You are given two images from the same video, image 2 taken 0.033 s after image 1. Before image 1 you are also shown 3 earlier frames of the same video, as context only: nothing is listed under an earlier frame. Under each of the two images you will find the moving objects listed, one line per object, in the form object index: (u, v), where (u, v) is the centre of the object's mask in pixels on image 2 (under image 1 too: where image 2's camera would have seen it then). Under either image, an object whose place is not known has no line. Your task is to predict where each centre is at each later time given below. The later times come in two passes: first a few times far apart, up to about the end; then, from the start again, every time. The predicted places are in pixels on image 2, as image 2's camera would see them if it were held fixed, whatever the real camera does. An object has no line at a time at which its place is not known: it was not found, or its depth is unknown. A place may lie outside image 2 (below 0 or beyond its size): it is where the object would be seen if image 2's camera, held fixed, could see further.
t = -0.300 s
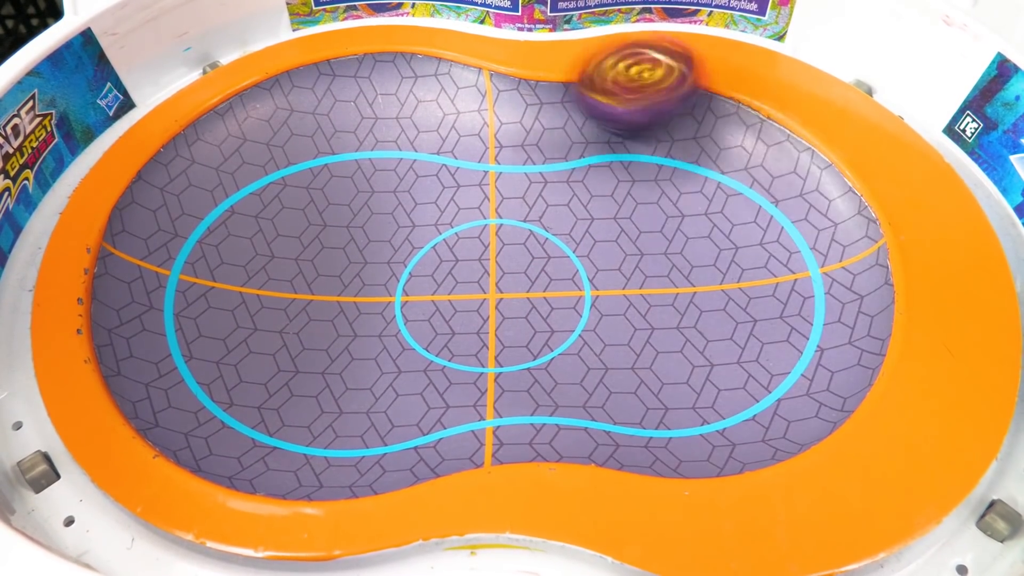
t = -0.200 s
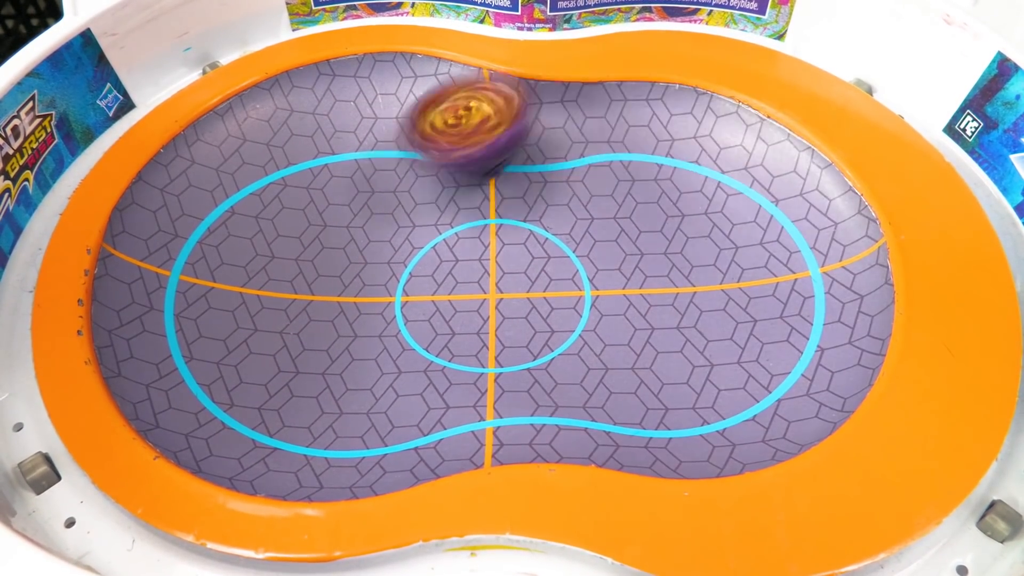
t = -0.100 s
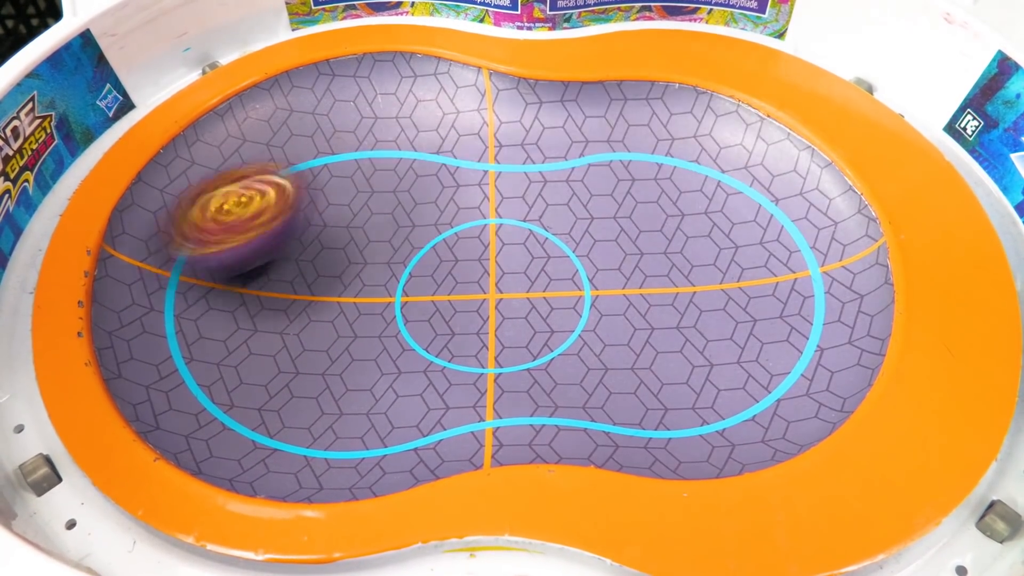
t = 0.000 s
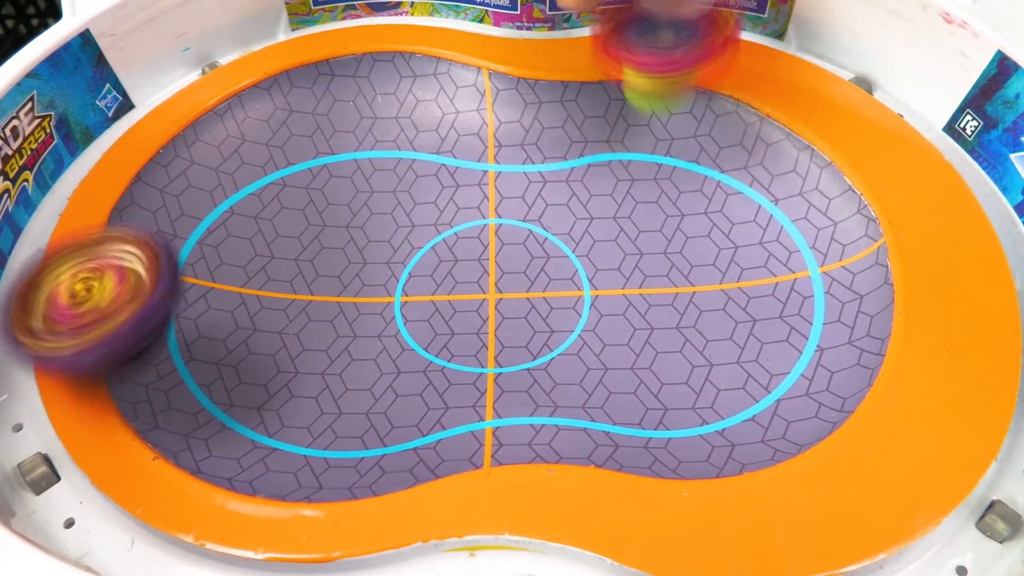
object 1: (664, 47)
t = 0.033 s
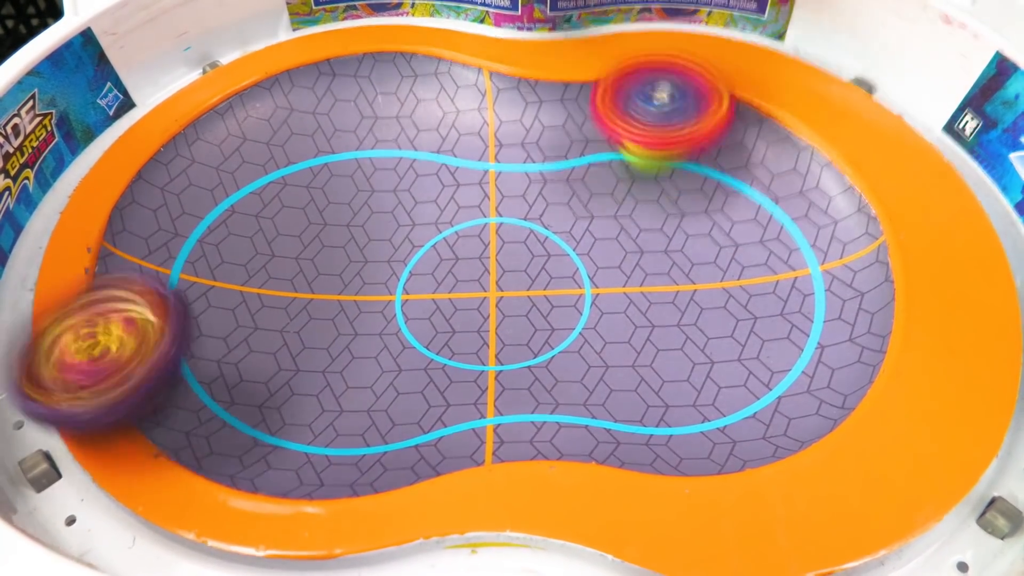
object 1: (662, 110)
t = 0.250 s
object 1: (776, 318)
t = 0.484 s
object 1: (745, 142)
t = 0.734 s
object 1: (349, 113)
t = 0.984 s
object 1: (302, 263)
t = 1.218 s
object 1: (533, 344)
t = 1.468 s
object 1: (772, 202)
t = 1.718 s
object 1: (489, 111)
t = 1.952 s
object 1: (154, 277)
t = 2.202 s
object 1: (516, 369)
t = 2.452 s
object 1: (775, 132)
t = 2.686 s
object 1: (398, 158)
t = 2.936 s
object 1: (152, 344)
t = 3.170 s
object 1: (625, 329)
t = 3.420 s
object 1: (703, 91)
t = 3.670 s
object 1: (349, 215)
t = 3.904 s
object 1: (284, 372)
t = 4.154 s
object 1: (565, 296)
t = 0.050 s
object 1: (659, 135)
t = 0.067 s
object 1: (654, 160)
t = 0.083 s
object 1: (649, 183)
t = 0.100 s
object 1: (643, 207)
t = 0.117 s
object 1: (637, 228)
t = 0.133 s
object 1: (630, 249)
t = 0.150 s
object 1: (625, 271)
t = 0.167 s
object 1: (621, 292)
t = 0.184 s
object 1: (619, 309)
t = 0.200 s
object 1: (634, 318)
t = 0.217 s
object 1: (681, 318)
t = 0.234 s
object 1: (725, 319)
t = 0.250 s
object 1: (776, 318)
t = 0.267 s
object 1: (818, 309)
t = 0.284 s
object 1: (853, 295)
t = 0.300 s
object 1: (868, 270)
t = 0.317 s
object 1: (881, 249)
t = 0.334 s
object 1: (892, 234)
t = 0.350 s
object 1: (897, 218)
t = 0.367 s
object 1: (893, 202)
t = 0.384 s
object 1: (885, 188)
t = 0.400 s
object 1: (870, 176)
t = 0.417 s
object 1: (852, 165)
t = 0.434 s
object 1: (831, 157)
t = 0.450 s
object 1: (809, 154)
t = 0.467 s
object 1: (778, 149)
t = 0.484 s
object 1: (745, 142)
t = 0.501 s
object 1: (709, 135)
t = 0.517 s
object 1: (675, 128)
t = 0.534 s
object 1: (639, 123)
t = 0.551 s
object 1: (602, 119)
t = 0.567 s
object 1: (566, 117)
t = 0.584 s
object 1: (528, 118)
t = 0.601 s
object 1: (487, 121)
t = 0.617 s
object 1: (449, 127)
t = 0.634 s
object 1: (408, 136)
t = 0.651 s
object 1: (368, 142)
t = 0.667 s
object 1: (348, 137)
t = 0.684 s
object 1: (350, 128)
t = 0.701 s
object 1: (351, 122)
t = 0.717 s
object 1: (350, 117)
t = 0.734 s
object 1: (349, 113)
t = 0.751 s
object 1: (347, 113)
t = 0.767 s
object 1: (345, 114)
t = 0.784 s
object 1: (343, 116)
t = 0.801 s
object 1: (341, 119)
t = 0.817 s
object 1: (337, 125)
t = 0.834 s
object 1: (333, 132)
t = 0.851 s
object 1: (328, 141)
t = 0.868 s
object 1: (323, 153)
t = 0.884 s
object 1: (316, 164)
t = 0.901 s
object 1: (309, 179)
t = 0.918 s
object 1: (304, 194)
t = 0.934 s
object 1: (300, 210)
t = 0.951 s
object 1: (298, 228)
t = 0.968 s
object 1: (299, 246)
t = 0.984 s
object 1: (302, 263)
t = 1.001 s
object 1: (308, 281)
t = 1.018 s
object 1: (318, 296)
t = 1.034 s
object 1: (329, 310)
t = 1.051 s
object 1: (343, 322)
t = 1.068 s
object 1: (358, 333)
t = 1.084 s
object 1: (374, 340)
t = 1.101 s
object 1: (390, 346)
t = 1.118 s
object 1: (407, 350)
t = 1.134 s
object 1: (426, 352)
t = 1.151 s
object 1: (446, 353)
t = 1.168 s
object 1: (466, 353)
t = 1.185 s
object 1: (487, 350)
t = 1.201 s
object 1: (509, 348)
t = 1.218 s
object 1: (533, 344)
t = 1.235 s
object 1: (557, 340)
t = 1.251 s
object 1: (582, 335)
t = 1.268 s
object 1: (607, 329)
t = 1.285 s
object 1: (632, 323)
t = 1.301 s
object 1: (658, 317)
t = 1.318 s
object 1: (679, 311)
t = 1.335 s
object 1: (697, 305)
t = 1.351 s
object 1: (716, 297)
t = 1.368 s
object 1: (730, 286)
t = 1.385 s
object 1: (743, 275)
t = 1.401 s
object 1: (754, 262)
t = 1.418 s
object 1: (763, 248)
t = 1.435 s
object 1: (769, 233)
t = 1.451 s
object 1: (773, 217)
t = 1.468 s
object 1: (772, 202)
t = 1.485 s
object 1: (768, 186)
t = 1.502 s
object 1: (762, 169)
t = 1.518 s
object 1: (753, 154)
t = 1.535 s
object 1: (740, 139)
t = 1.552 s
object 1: (724, 125)
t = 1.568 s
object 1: (706, 112)
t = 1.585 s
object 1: (687, 102)
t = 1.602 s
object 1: (666, 93)
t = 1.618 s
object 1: (643, 85)
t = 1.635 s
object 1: (620, 81)
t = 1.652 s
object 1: (595, 82)
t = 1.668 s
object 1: (570, 87)
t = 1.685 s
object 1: (545, 94)
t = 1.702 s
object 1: (518, 103)
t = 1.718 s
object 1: (489, 111)
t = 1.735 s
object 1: (462, 121)
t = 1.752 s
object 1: (432, 130)
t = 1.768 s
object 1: (403, 141)
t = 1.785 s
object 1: (375, 149)
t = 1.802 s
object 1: (347, 158)
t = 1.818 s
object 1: (322, 166)
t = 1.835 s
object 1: (296, 176)
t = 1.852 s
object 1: (271, 188)
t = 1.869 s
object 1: (247, 200)
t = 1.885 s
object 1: (225, 214)
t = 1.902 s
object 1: (203, 228)
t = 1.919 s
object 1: (183, 243)
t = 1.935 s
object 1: (168, 260)
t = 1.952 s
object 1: (154, 277)
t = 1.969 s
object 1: (144, 295)
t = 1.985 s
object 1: (140, 313)
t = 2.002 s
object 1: (141, 331)
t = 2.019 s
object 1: (148, 349)
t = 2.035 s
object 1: (162, 367)
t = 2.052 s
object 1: (183, 381)
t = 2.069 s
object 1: (210, 396)
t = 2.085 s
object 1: (241, 406)
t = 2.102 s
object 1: (277, 414)
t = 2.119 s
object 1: (315, 416)
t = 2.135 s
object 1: (350, 412)
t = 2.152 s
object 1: (391, 404)
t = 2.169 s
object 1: (433, 393)
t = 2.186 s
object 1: (475, 382)
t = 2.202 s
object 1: (516, 369)
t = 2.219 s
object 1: (556, 357)
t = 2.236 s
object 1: (592, 348)
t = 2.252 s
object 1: (630, 335)
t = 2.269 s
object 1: (661, 322)
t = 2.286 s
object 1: (688, 308)
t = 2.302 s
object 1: (712, 294)
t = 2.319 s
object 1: (734, 278)
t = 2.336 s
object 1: (752, 262)
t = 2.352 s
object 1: (768, 245)
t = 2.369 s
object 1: (779, 227)
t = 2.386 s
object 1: (784, 209)
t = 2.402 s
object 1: (786, 190)
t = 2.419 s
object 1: (786, 168)
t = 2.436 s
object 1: (782, 149)
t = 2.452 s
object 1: (775, 132)
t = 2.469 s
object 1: (763, 115)
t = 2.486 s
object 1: (747, 100)
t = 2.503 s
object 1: (727, 91)
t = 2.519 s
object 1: (705, 84)
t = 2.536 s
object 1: (676, 88)
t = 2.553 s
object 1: (647, 91)
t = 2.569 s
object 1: (618, 96)
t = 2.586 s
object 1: (588, 102)
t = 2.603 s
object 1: (559, 109)
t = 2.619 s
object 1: (526, 117)
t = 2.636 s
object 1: (494, 126)
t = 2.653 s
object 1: (462, 136)
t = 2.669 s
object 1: (428, 147)
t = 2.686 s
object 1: (398, 158)
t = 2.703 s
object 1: (367, 166)
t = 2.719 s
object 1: (339, 173)
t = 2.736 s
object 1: (309, 181)
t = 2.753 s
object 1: (284, 189)
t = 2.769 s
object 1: (259, 198)
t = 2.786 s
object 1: (236, 209)
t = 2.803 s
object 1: (212, 220)
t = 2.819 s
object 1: (192, 233)
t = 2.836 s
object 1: (176, 246)
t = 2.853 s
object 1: (162, 262)
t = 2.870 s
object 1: (151, 276)
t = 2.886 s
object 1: (142, 292)
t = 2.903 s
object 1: (139, 310)
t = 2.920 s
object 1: (143, 327)
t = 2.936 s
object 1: (152, 344)
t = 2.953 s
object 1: (169, 363)
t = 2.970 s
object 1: (191, 378)
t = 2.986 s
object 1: (217, 390)
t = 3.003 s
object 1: (244, 402)
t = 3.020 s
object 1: (281, 409)
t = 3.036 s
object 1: (321, 410)
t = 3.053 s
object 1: (363, 406)
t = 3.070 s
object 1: (401, 396)
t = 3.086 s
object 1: (444, 386)
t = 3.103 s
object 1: (487, 376)
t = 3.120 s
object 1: (528, 362)
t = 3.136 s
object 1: (562, 350)
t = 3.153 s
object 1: (592, 341)
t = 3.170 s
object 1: (625, 329)
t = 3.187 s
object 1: (653, 315)
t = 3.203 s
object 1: (678, 301)
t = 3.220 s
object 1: (695, 287)
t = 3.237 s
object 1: (715, 272)
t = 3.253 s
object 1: (729, 256)
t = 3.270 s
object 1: (741, 240)
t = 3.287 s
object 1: (748, 223)
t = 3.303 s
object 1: (752, 206)
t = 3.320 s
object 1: (754, 188)
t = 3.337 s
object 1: (751, 171)
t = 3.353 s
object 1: (746, 154)
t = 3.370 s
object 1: (739, 136)
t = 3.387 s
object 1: (730, 120)
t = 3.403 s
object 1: (718, 106)
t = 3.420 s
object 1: (703, 91)
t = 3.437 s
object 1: (685, 82)
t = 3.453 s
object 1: (665, 76)
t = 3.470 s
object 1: (643, 79)
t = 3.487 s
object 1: (621, 87)
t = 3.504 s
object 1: (596, 98)
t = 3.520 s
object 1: (574, 107)
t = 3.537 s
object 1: (549, 120)
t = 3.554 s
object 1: (523, 131)
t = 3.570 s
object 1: (497, 145)
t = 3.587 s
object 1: (472, 158)
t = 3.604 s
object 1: (445, 171)
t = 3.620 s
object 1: (419, 183)
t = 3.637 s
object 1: (393, 196)
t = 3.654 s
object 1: (370, 206)
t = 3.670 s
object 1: (349, 215)
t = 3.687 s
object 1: (328, 223)
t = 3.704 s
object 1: (311, 232)
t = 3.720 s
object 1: (297, 240)
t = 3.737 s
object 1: (283, 249)
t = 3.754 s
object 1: (271, 260)
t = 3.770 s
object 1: (262, 271)
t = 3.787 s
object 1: (255, 283)
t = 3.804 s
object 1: (250, 296)
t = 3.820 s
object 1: (248, 309)
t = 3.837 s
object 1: (250, 323)
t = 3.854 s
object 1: (254, 336)
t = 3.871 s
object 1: (259, 349)
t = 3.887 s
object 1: (269, 362)
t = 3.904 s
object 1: (284, 372)
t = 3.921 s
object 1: (300, 378)
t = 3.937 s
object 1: (320, 384)
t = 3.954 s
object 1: (344, 387)
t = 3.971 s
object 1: (368, 385)
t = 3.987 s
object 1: (393, 381)
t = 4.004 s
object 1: (418, 373)
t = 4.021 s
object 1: (442, 364)
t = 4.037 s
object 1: (458, 355)
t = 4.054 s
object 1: (477, 346)
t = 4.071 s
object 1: (495, 338)
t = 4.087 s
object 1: (508, 329)
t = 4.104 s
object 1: (526, 321)
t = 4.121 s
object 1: (542, 313)
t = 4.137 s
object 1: (554, 304)
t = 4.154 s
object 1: (565, 296)
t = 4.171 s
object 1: (574, 287)
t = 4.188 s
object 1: (580, 277)
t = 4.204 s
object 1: (583, 268)
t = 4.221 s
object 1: (585, 258)
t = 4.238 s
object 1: (584, 248)
